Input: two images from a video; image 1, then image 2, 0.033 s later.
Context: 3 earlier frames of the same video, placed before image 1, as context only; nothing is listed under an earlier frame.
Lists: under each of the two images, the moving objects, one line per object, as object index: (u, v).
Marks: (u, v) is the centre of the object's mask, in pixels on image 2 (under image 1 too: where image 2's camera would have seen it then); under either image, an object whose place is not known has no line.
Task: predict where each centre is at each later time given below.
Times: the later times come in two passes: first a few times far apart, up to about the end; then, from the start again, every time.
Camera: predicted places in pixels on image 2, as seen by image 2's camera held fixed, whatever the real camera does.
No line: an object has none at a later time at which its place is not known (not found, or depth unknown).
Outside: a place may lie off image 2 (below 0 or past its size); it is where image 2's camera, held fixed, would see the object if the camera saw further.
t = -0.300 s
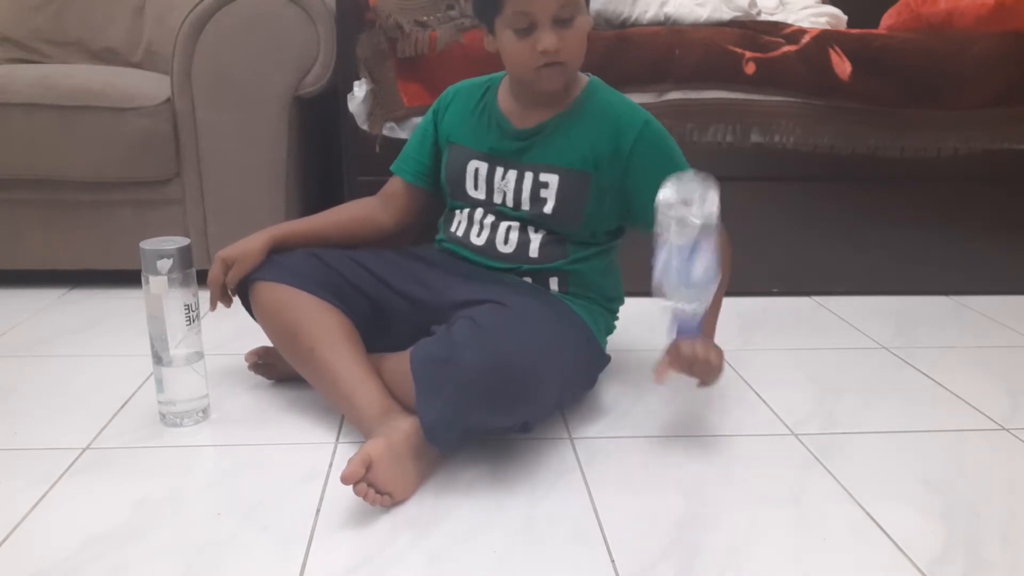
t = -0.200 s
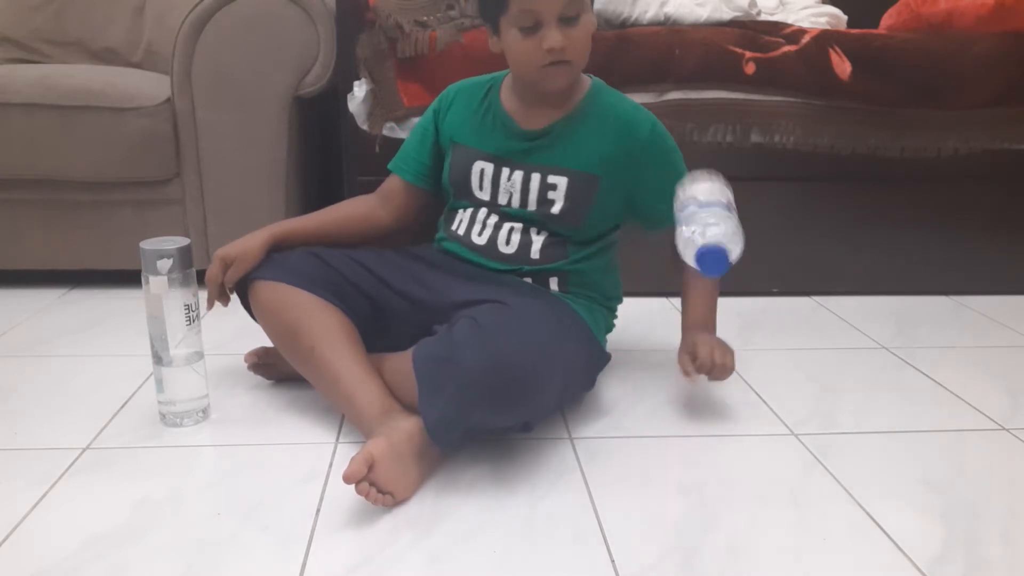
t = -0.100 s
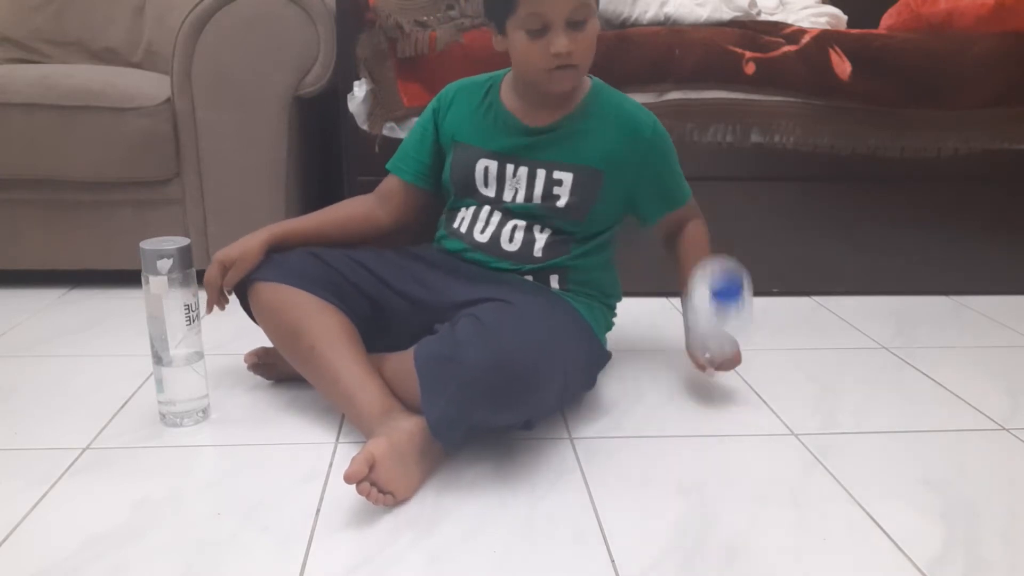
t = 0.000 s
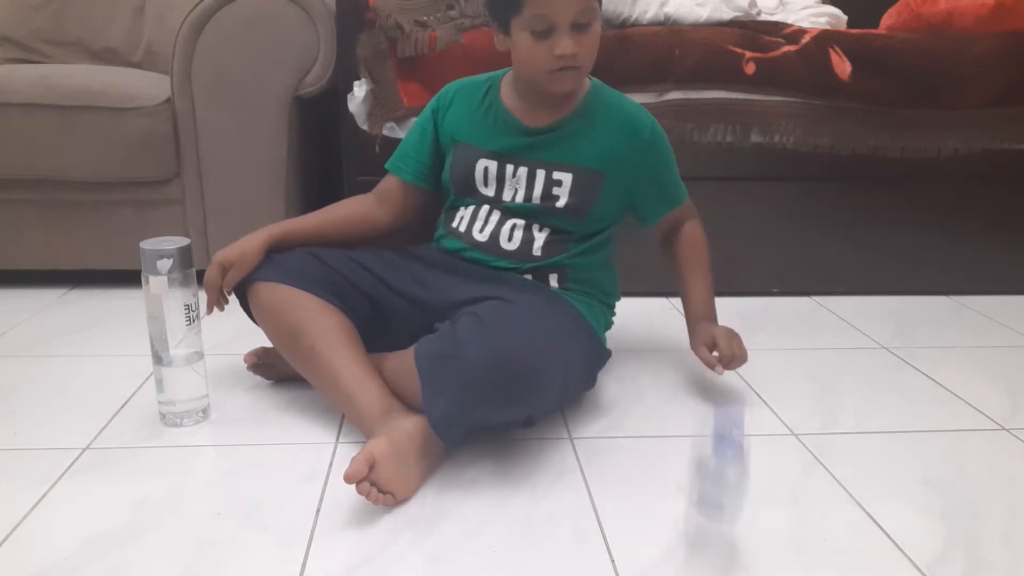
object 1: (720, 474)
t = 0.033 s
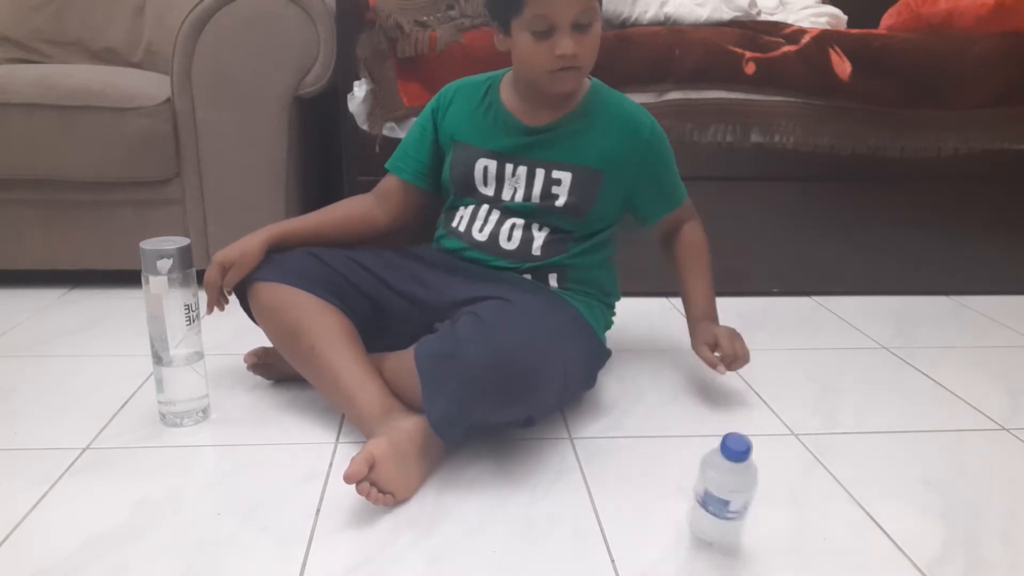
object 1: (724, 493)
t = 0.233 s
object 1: (754, 501)
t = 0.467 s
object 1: (784, 544)
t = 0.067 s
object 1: (728, 494)
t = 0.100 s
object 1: (732, 494)
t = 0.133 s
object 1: (737, 496)
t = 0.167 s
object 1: (743, 498)
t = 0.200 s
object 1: (748, 499)
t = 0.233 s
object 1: (754, 501)
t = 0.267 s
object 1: (760, 503)
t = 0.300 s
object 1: (766, 506)
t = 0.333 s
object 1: (773, 512)
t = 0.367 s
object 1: (782, 522)
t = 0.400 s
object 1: (790, 541)
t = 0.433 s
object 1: (784, 545)
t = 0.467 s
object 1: (784, 544)
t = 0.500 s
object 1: (784, 544)
